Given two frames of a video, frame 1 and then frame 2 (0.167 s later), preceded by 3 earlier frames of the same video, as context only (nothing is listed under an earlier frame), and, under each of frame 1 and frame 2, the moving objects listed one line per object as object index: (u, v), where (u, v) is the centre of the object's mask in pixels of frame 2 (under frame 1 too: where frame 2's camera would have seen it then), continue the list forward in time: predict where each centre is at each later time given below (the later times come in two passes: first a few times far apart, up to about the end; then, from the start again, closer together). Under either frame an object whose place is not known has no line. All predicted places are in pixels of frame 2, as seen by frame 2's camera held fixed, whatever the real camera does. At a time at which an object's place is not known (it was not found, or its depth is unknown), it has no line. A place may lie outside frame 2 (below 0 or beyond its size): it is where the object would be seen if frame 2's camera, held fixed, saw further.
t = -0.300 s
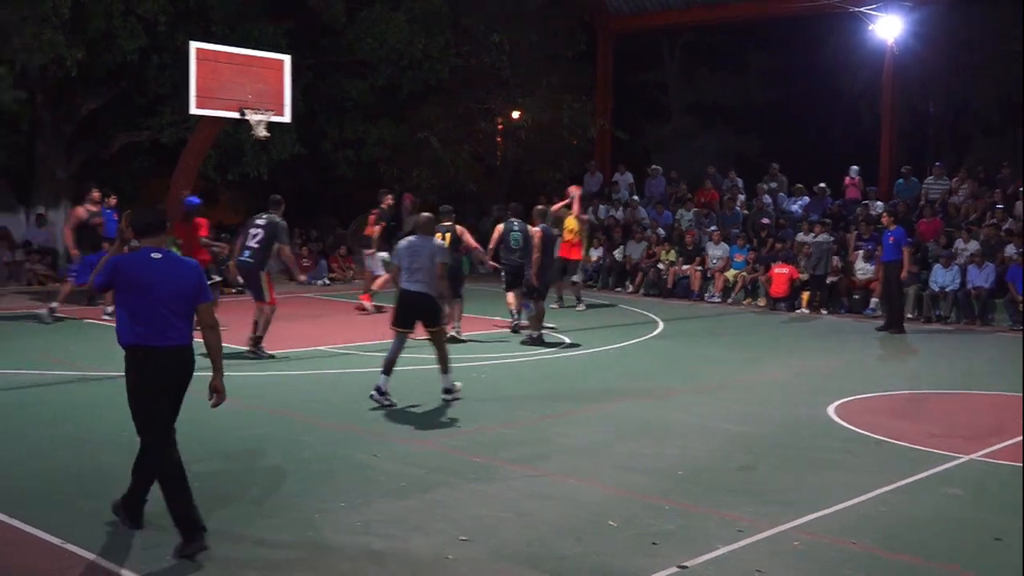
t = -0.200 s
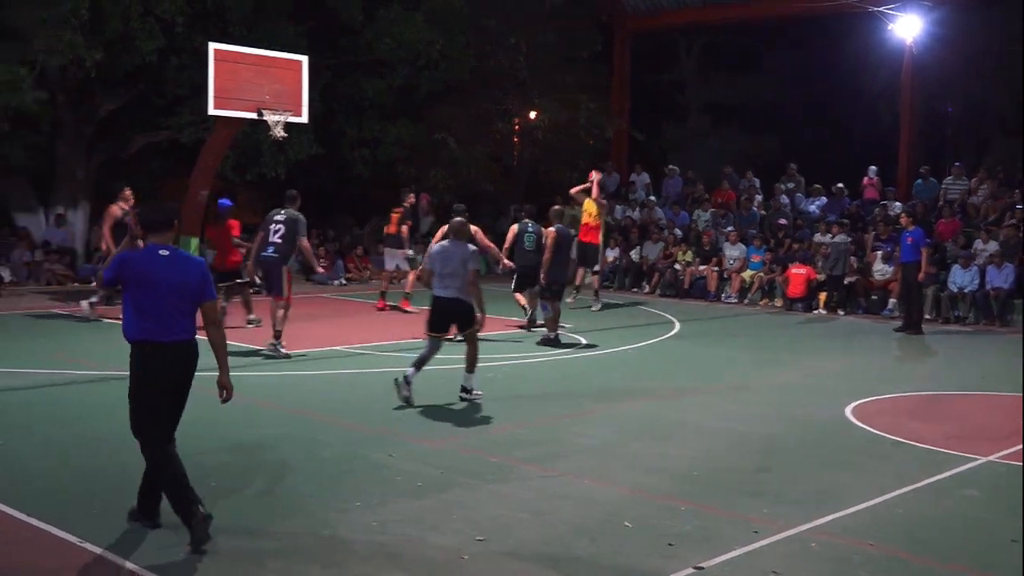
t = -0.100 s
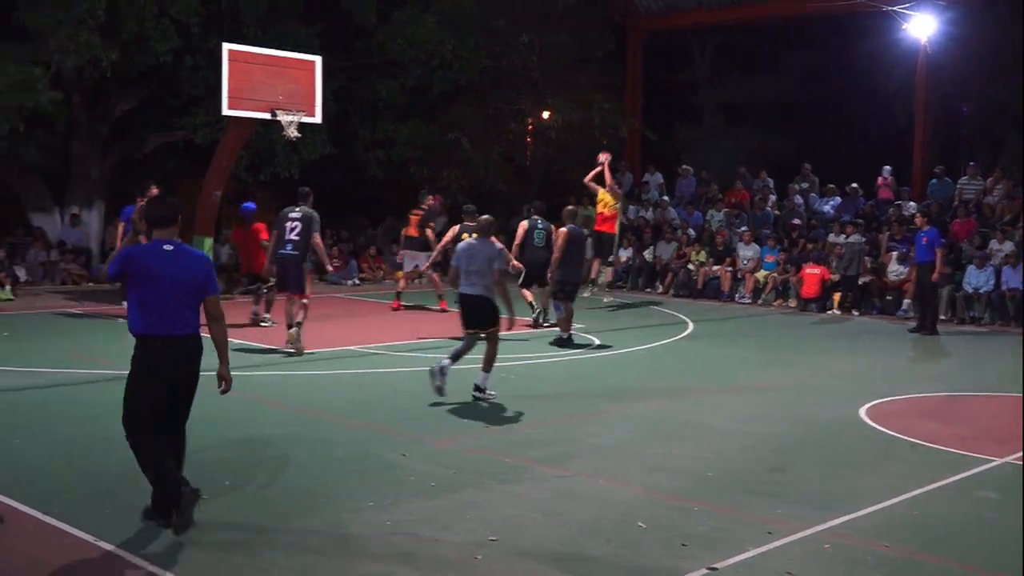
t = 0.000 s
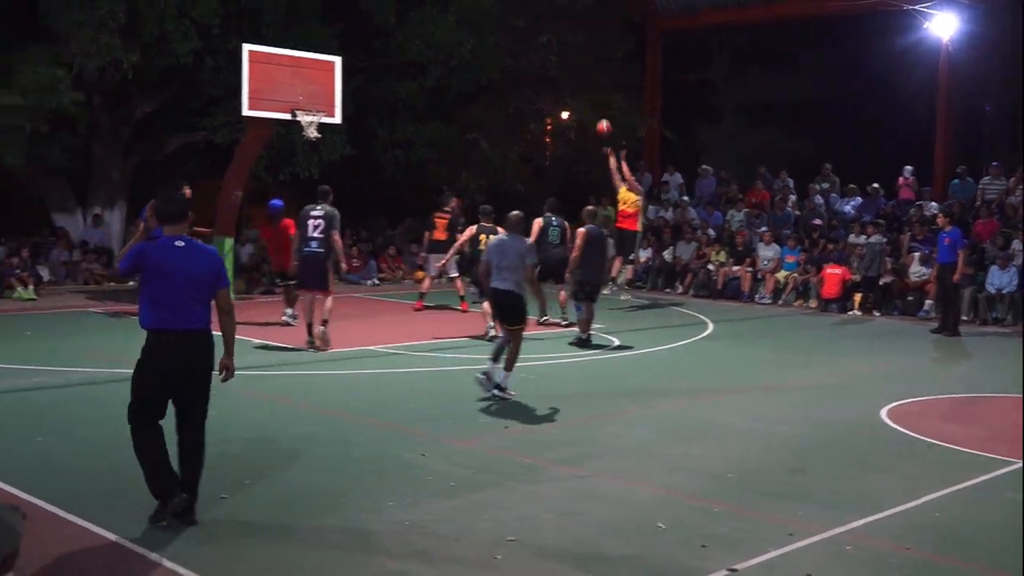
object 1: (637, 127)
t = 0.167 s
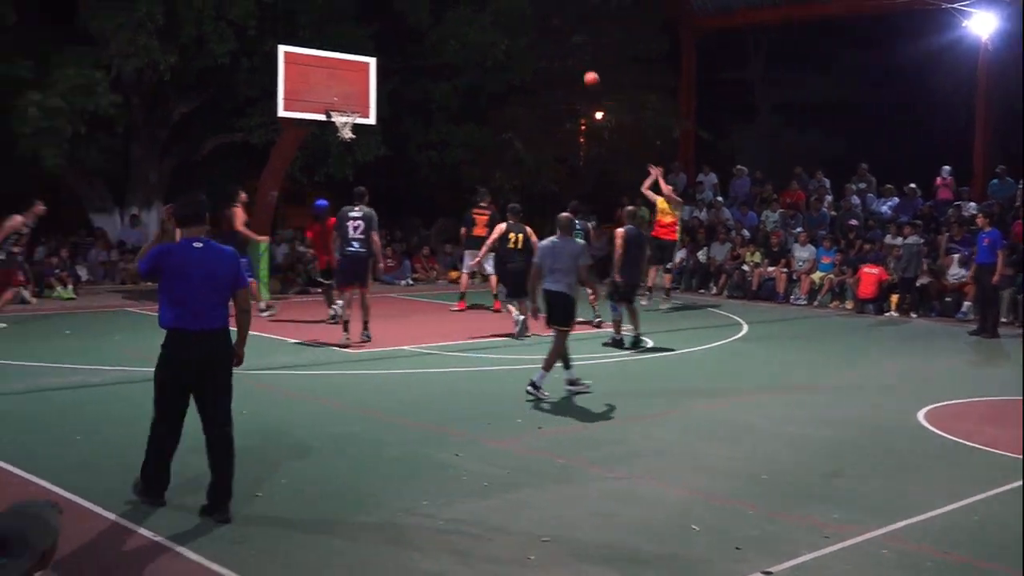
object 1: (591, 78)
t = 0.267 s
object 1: (563, 56)
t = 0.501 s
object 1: (497, 30)
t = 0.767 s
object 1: (418, 42)
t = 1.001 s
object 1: (348, 90)
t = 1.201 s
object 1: (335, 88)
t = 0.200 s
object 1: (582, 70)
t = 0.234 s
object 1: (572, 63)
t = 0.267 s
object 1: (563, 56)
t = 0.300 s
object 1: (554, 51)
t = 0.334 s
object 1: (544, 45)
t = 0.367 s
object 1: (535, 40)
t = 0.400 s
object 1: (525, 37)
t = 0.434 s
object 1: (516, 34)
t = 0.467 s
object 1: (507, 31)
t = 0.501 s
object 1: (497, 30)
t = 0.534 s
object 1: (487, 29)
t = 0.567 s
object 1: (477, 28)
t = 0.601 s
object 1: (467, 29)
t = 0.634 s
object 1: (458, 30)
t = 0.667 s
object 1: (448, 32)
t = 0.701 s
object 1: (438, 35)
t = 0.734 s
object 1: (428, 38)
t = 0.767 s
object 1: (418, 42)
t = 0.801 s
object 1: (408, 47)
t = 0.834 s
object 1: (398, 52)
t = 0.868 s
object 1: (388, 58)
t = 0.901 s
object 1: (379, 65)
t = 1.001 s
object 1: (348, 90)
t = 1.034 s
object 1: (338, 101)
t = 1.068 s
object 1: (335, 101)
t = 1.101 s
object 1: (335, 97)
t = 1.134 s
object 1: (335, 93)
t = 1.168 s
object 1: (335, 90)
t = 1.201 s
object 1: (335, 88)
